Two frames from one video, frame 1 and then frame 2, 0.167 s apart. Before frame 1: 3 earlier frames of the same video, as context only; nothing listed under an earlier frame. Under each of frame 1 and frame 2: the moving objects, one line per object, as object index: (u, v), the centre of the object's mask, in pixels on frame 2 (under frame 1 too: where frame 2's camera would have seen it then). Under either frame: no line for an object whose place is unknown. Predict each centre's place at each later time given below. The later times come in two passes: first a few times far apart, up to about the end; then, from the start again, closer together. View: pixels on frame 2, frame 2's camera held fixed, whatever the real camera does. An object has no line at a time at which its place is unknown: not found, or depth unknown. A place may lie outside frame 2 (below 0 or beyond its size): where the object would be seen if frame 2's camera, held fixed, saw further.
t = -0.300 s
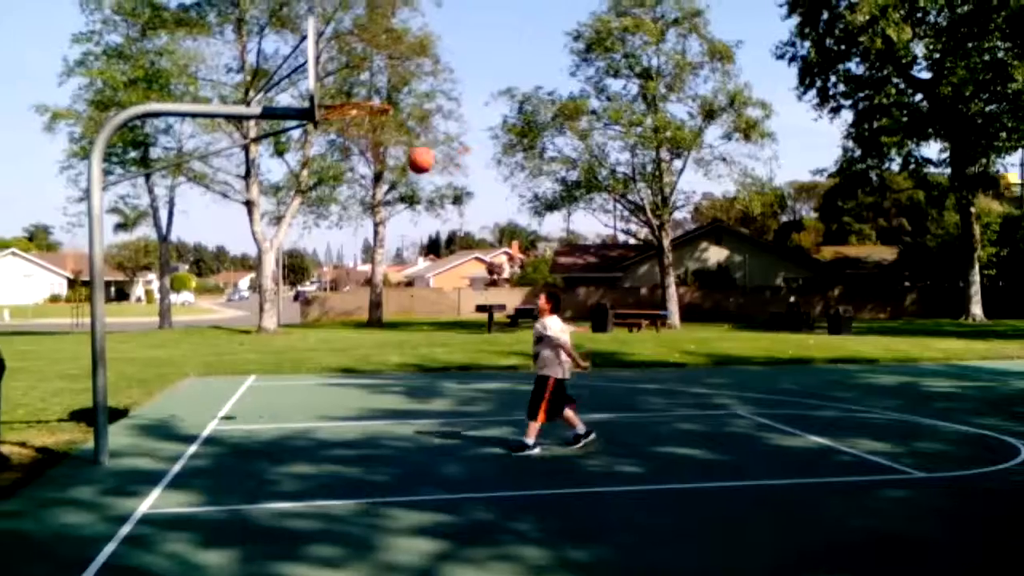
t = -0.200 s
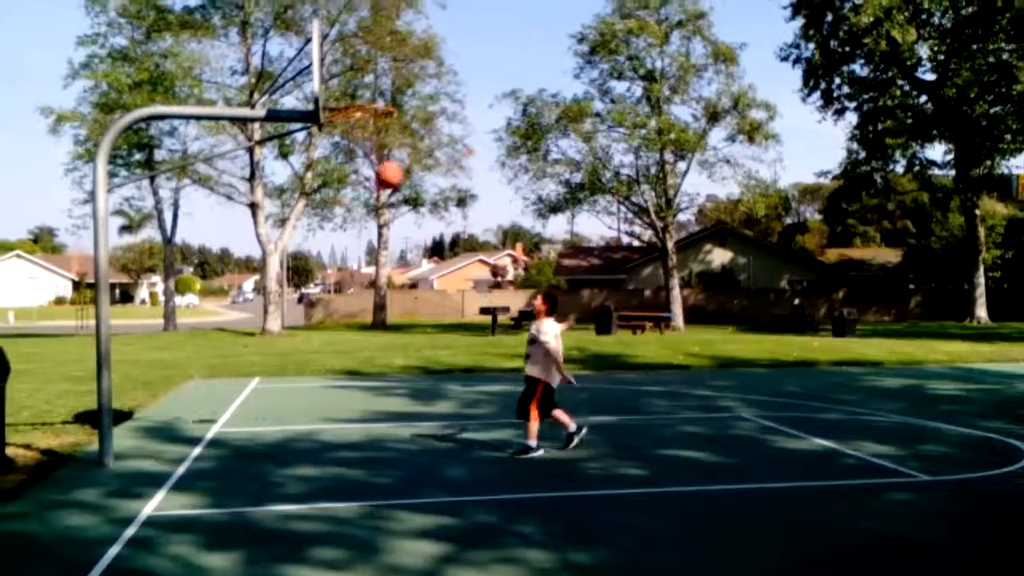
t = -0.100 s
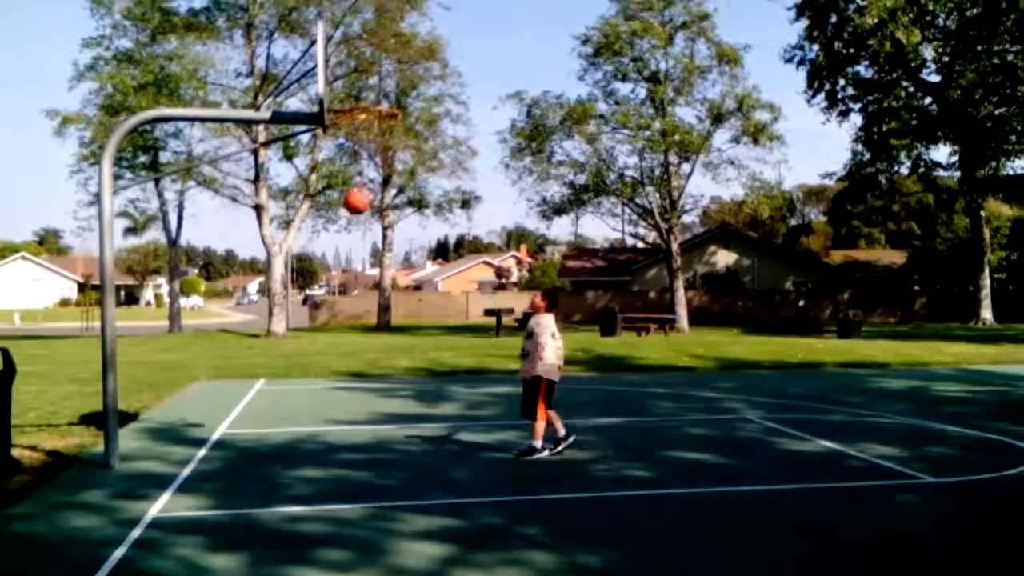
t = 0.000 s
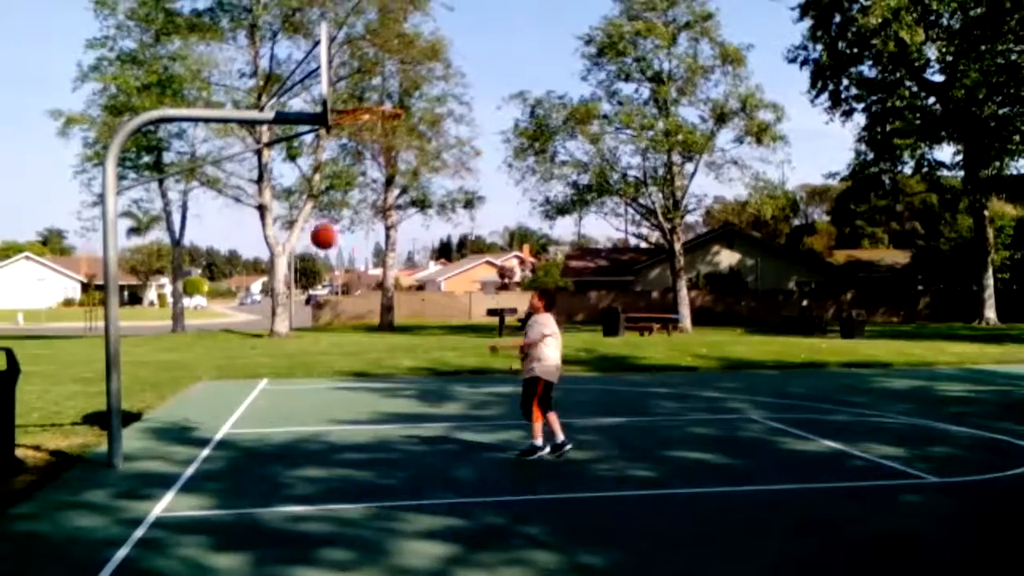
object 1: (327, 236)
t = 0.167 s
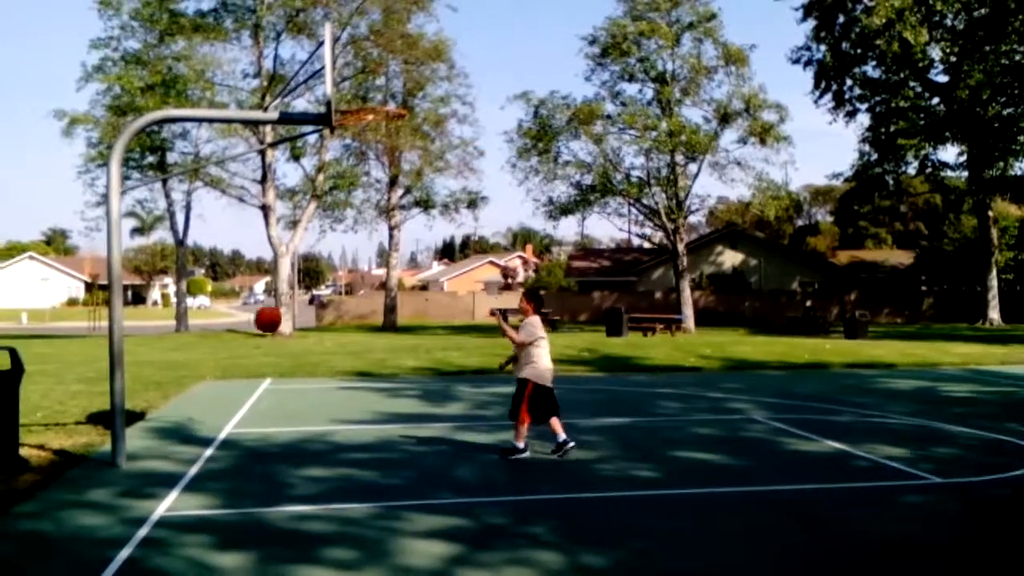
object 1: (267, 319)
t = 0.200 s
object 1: (256, 339)
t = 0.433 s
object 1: (193, 396)
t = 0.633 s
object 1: (165, 312)
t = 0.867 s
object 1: (135, 268)
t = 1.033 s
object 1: (102, 275)
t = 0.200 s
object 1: (256, 339)
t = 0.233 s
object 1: (244, 360)
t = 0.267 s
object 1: (232, 383)
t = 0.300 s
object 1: (221, 407)
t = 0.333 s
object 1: (209, 433)
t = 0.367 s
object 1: (204, 432)
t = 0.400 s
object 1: (198, 415)
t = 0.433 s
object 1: (193, 396)
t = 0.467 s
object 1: (188, 379)
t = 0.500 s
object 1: (183, 364)
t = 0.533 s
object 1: (180, 350)
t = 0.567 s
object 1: (175, 336)
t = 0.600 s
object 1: (170, 323)
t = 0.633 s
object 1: (165, 312)
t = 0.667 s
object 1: (160, 303)
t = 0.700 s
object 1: (157, 293)
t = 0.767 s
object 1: (148, 278)
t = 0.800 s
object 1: (143, 273)
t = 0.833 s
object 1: (138, 270)
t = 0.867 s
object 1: (135, 268)
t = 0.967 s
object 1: (127, 265)
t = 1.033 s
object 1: (102, 275)
